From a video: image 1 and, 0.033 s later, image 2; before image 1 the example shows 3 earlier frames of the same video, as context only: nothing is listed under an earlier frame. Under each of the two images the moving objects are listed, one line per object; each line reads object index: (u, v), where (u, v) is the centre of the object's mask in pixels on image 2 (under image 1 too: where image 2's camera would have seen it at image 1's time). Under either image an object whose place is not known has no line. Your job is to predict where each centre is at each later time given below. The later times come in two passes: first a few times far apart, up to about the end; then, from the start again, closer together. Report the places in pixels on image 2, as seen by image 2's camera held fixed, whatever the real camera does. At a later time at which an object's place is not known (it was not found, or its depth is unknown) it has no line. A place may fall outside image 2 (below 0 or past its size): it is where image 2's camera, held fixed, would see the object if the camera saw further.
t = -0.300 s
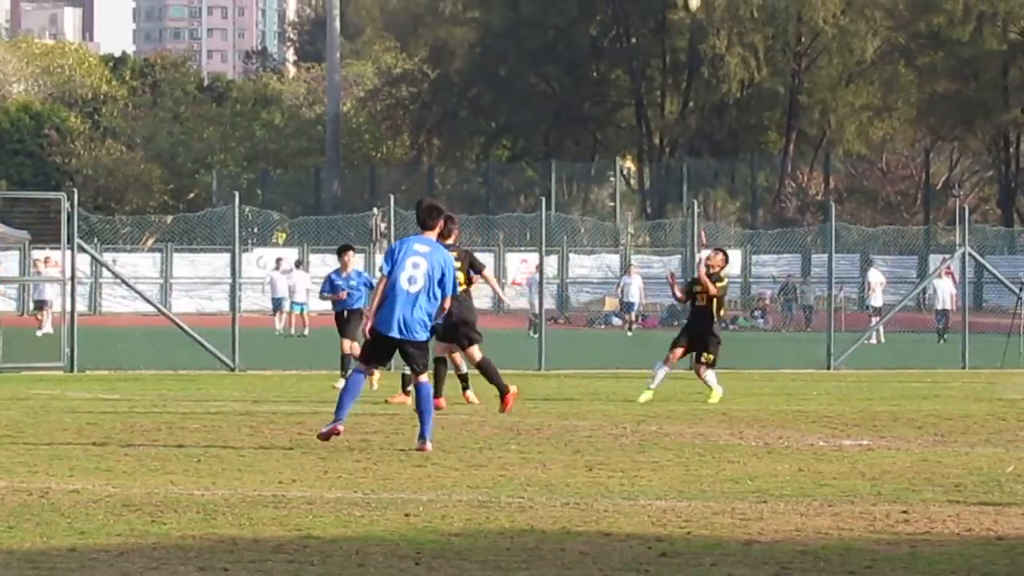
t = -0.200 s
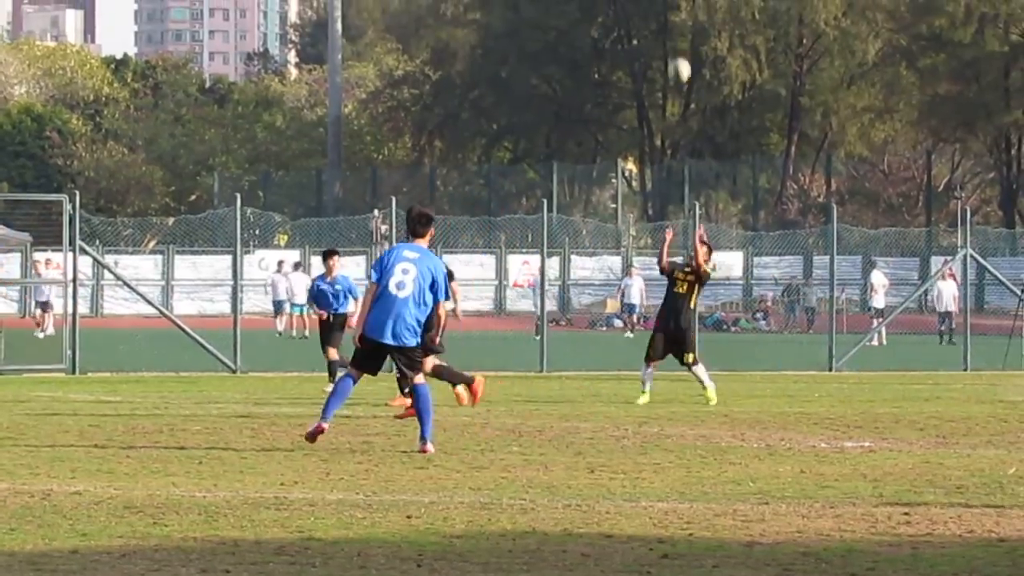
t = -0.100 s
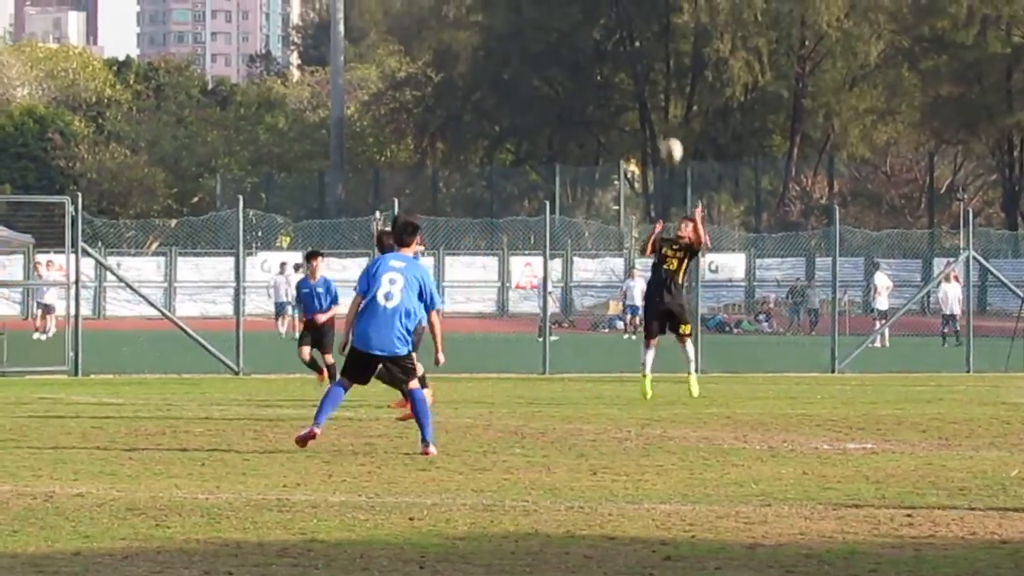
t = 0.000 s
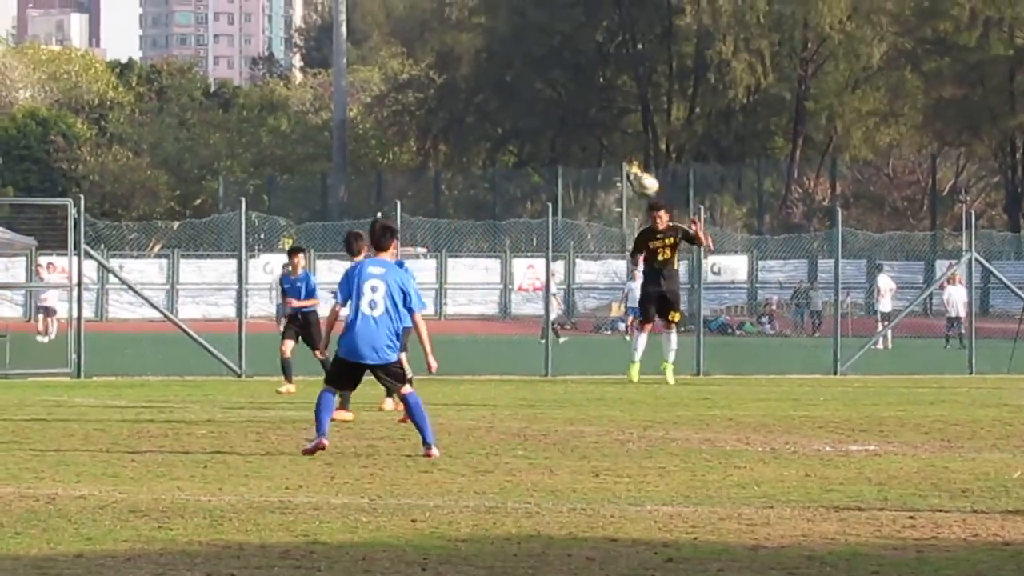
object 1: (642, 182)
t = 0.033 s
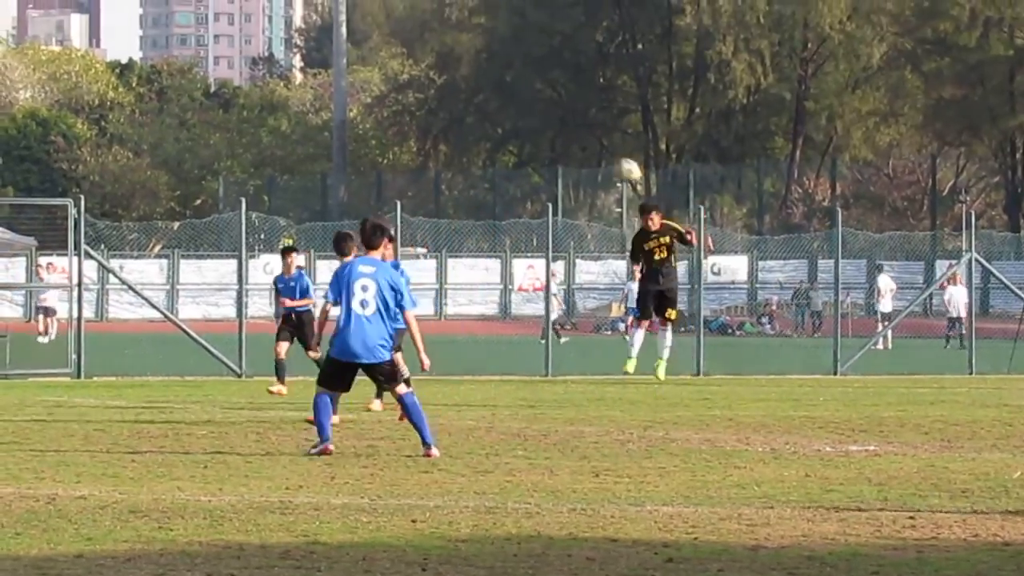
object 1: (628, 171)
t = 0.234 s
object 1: (508, 107)
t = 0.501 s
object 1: (331, 94)
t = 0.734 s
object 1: (155, 162)
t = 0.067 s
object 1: (607, 157)
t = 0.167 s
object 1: (549, 124)
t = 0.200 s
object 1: (528, 115)
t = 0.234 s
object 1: (508, 107)
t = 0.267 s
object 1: (487, 100)
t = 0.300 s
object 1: (466, 95)
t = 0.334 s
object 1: (445, 92)
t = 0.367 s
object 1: (423, 89)
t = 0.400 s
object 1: (402, 86)
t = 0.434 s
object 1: (380, 88)
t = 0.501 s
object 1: (331, 94)
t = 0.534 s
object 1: (304, 100)
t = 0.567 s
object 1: (280, 107)
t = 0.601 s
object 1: (257, 112)
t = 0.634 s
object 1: (231, 123)
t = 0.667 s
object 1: (205, 134)
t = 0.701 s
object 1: (180, 146)
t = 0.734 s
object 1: (155, 162)
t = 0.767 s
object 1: (127, 179)
